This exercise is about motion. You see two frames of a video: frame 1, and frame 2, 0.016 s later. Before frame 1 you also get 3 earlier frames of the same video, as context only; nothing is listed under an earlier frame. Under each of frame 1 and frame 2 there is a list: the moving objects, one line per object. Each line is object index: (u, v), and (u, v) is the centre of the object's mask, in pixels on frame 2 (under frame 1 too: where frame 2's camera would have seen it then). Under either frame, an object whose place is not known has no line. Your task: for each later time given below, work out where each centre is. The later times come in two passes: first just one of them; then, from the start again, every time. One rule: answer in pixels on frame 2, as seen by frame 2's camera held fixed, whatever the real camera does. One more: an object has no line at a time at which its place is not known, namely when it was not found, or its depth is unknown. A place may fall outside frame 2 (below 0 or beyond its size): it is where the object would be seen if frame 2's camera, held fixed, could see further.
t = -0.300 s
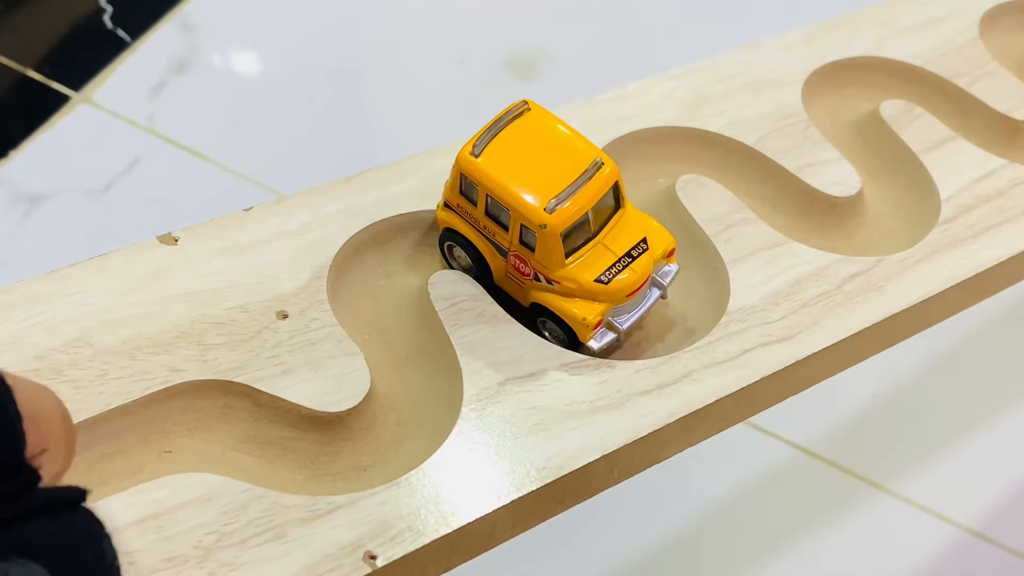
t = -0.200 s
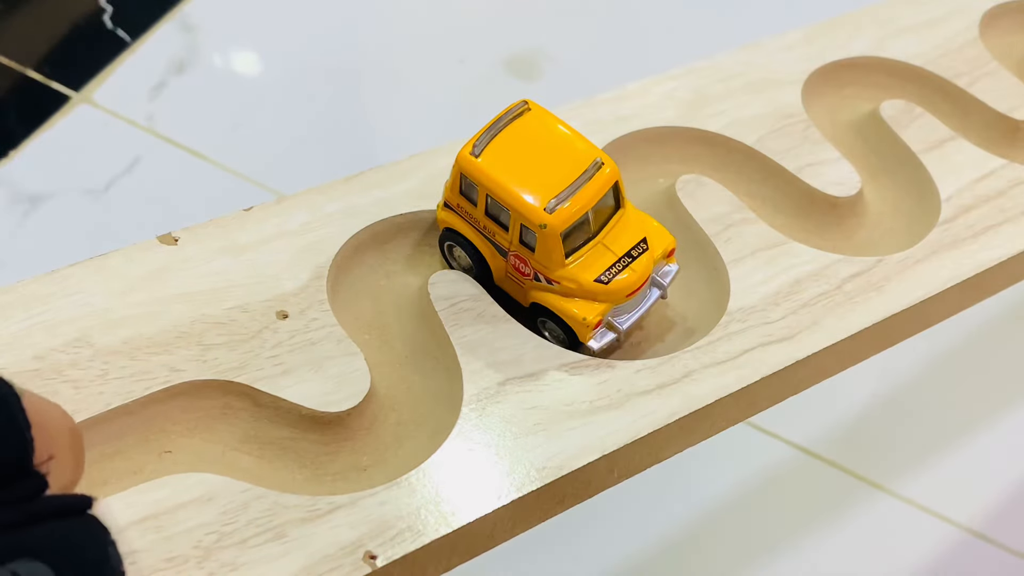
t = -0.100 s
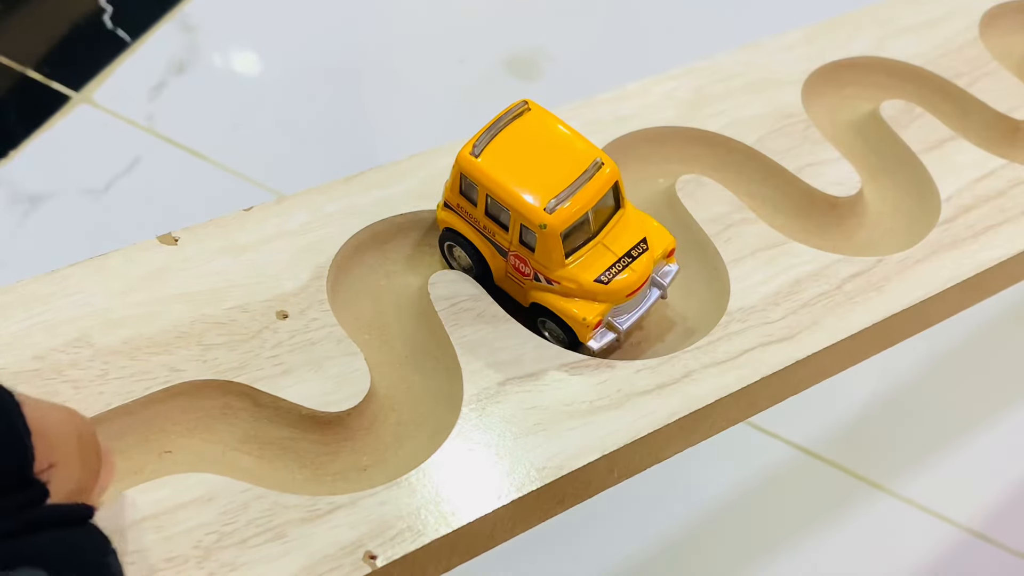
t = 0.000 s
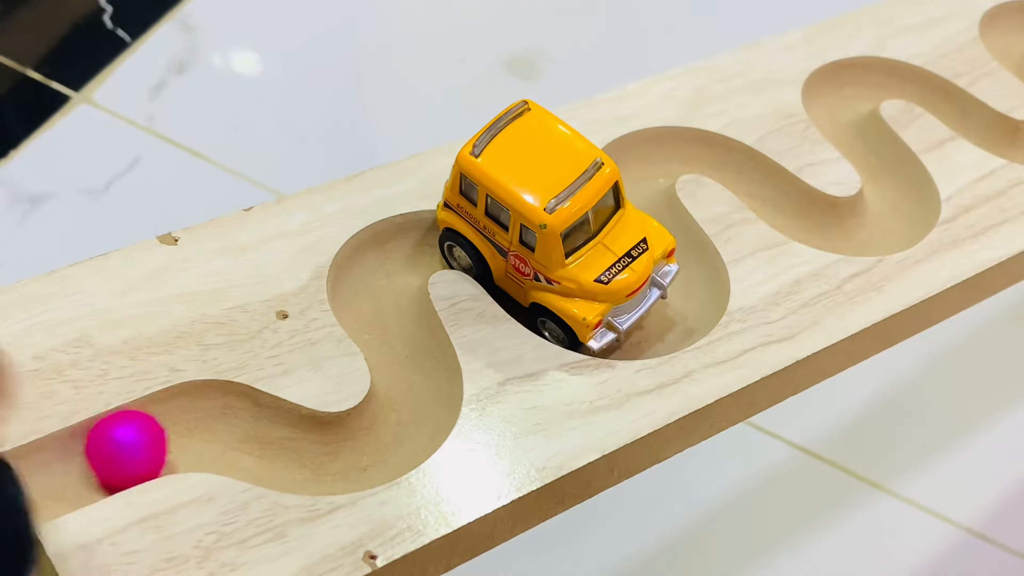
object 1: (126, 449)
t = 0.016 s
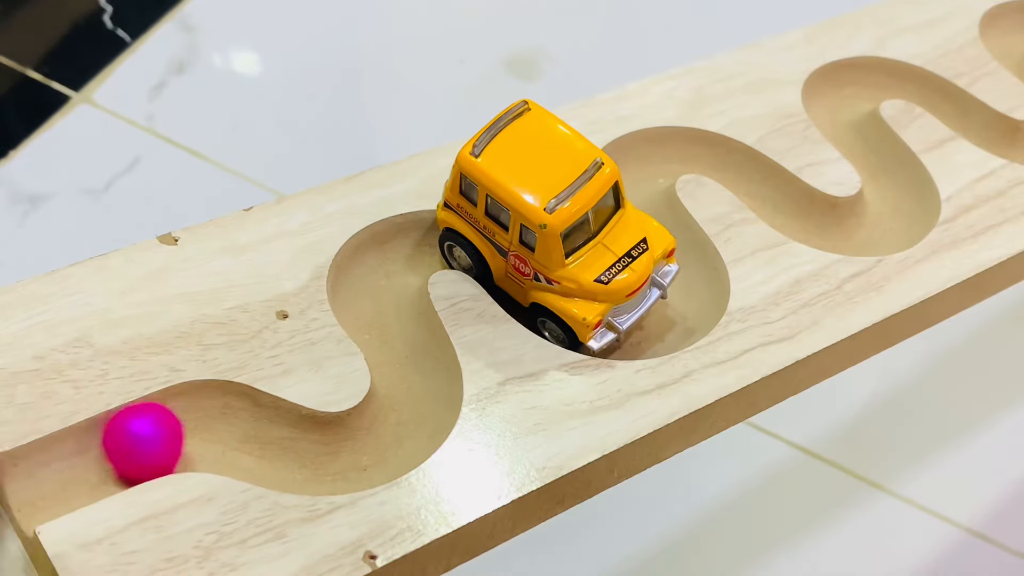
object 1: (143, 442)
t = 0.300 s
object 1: (418, 380)
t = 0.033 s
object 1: (161, 436)
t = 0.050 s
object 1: (182, 429)
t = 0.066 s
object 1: (205, 422)
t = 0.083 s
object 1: (227, 419)
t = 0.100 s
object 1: (245, 422)
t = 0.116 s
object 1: (263, 433)
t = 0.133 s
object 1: (279, 449)
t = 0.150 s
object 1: (297, 457)
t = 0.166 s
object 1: (313, 460)
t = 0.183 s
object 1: (329, 459)
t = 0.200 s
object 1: (346, 458)
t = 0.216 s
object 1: (364, 450)
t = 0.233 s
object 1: (384, 440)
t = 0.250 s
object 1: (402, 429)
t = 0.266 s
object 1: (414, 412)
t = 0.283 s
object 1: (419, 396)
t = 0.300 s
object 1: (418, 380)
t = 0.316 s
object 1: (409, 363)
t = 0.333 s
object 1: (401, 345)
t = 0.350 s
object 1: (392, 327)
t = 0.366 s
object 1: (384, 309)
